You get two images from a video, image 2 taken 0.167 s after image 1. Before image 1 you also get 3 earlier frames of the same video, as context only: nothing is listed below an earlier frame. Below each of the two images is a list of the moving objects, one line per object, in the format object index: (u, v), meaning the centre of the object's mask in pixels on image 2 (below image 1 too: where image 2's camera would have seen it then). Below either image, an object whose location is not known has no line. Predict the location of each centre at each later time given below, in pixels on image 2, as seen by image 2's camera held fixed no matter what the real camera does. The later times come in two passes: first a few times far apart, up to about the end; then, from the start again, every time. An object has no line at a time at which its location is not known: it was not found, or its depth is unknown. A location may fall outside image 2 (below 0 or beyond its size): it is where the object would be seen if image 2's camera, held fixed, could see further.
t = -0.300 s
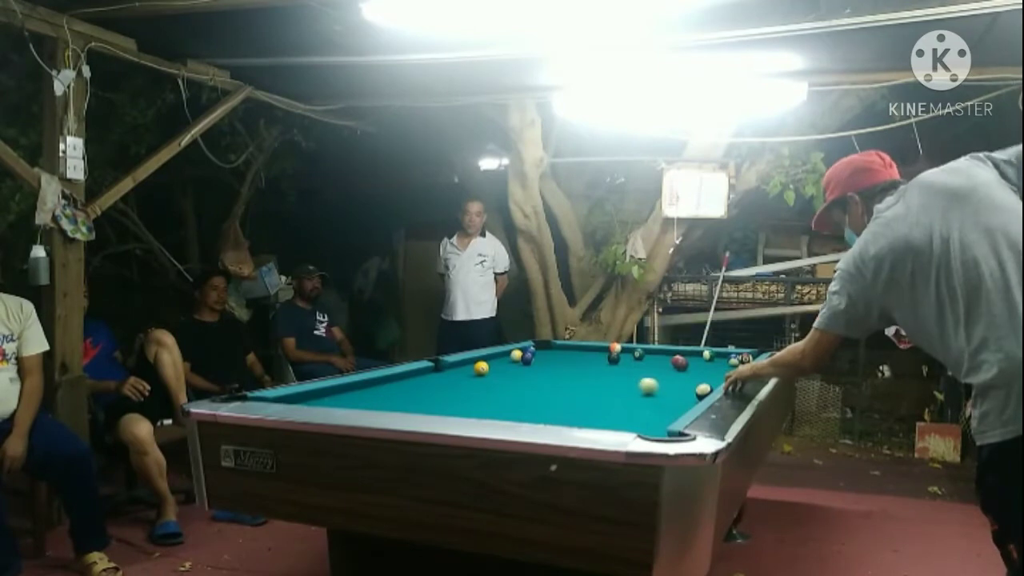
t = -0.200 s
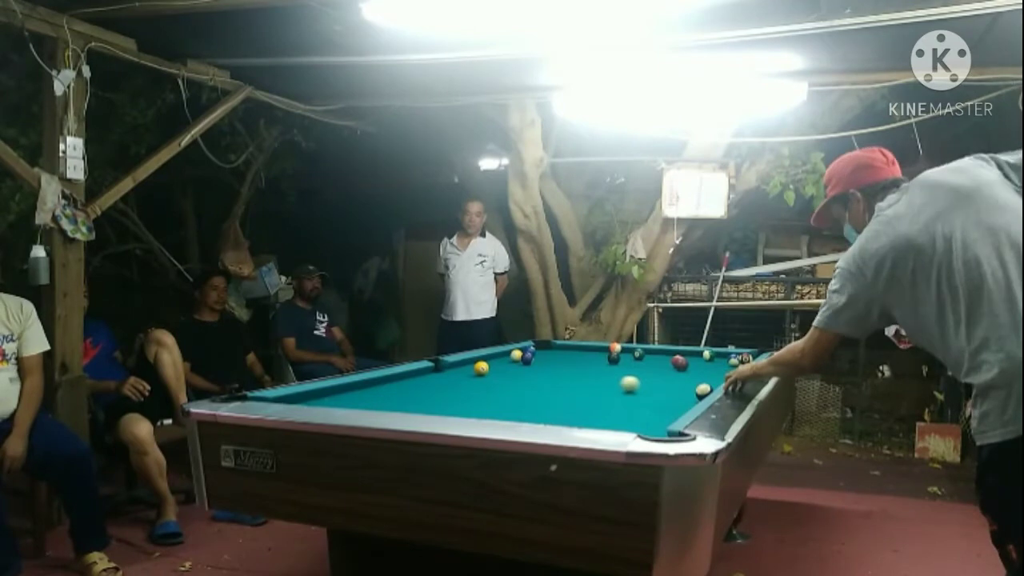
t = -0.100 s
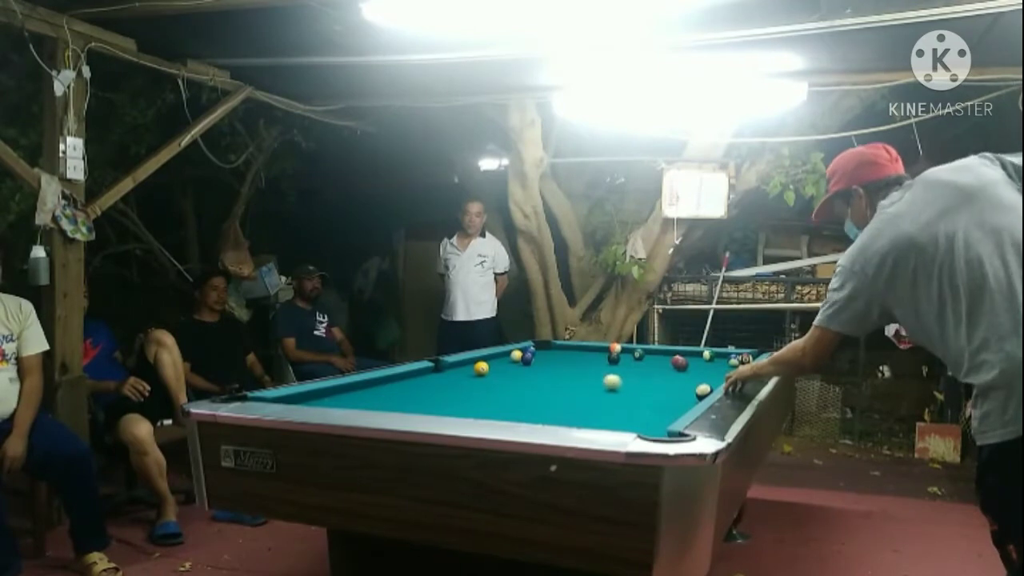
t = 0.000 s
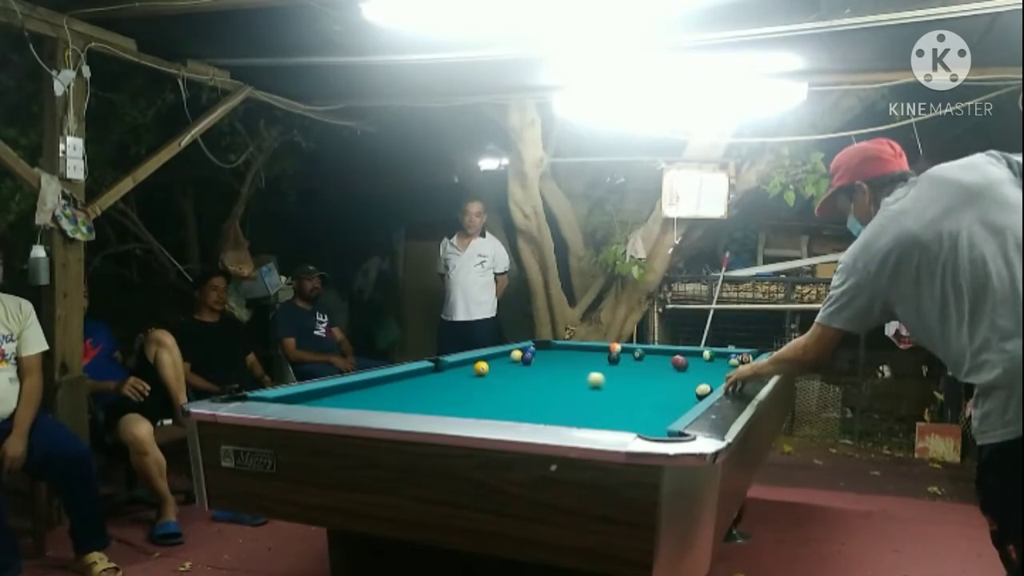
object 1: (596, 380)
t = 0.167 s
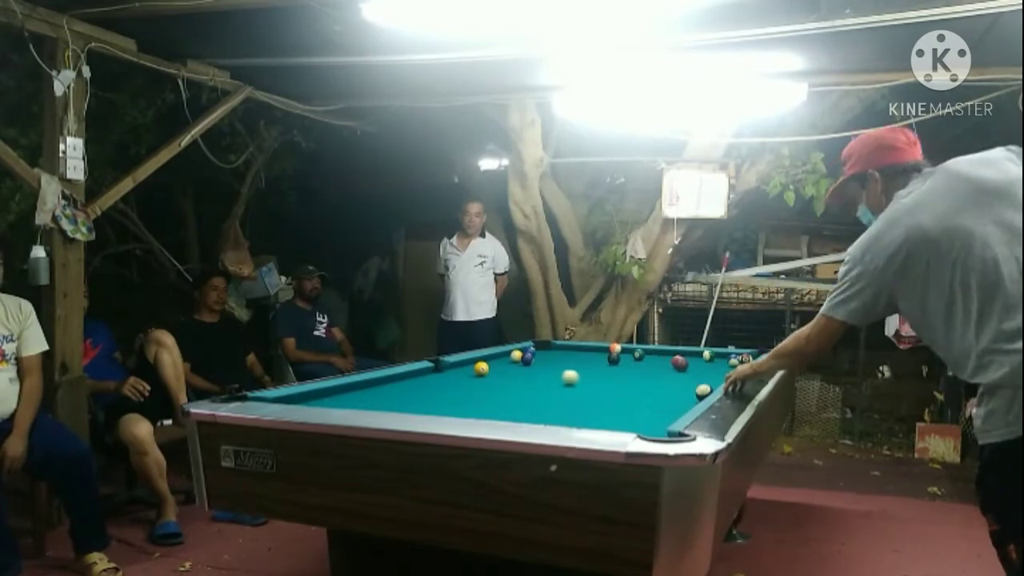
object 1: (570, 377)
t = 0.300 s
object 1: (551, 375)
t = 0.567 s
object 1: (517, 371)
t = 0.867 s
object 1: (489, 367)
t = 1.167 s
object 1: (475, 362)
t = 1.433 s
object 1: (472, 360)
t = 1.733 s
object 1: (488, 361)
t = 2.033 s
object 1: (502, 360)
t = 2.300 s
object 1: (513, 360)
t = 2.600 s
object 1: (520, 360)
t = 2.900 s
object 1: (523, 360)
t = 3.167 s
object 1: (524, 360)
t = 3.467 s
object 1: (525, 359)
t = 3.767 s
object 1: (525, 359)
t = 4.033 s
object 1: (525, 360)
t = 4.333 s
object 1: (525, 360)
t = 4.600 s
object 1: (525, 359)
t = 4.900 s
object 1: (525, 359)
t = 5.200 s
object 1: (525, 360)
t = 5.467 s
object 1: (525, 359)
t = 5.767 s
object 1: (525, 359)
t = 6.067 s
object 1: (525, 359)
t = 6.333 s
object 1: (525, 360)
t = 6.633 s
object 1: (525, 359)
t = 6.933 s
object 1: (525, 359)
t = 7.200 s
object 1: (525, 360)
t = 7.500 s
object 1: (525, 359)
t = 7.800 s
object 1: (525, 359)
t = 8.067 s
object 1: (525, 359)
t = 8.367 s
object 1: (525, 359)
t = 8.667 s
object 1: (525, 359)
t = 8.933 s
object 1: (525, 359)
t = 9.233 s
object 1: (525, 359)
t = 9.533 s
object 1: (525, 359)
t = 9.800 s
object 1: (525, 359)
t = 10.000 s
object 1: (525, 359)
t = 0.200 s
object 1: (565, 377)
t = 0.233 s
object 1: (560, 376)
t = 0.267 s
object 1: (556, 375)
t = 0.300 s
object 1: (551, 375)
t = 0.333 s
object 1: (547, 374)
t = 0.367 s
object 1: (542, 374)
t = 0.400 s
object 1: (538, 374)
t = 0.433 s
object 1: (533, 373)
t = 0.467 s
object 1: (529, 373)
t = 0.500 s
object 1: (525, 372)
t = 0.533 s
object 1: (521, 371)
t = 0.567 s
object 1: (517, 371)
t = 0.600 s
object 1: (513, 370)
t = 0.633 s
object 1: (509, 370)
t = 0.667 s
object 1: (505, 370)
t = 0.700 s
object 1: (501, 369)
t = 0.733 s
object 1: (498, 369)
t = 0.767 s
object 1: (495, 368)
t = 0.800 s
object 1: (493, 368)
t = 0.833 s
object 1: (491, 367)
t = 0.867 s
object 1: (489, 367)
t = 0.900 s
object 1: (488, 367)
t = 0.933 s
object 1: (486, 366)
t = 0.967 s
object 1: (484, 365)
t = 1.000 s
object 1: (483, 365)
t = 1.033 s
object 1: (481, 364)
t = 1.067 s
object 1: (479, 364)
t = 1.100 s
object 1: (478, 363)
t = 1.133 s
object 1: (476, 362)
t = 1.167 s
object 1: (475, 362)
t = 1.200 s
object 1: (473, 361)
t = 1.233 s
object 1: (471, 361)
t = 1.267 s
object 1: (469, 360)
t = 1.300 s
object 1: (467, 360)
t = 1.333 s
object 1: (467, 359)
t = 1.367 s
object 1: (469, 360)
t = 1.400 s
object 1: (470, 360)
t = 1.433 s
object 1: (472, 360)
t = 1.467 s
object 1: (474, 361)
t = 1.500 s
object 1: (475, 361)
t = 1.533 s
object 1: (477, 361)
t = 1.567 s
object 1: (479, 361)
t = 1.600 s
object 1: (481, 361)
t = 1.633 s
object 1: (483, 361)
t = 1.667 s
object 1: (484, 361)
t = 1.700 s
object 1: (486, 360)
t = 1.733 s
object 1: (488, 361)
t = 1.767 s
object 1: (490, 360)
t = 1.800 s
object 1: (491, 360)
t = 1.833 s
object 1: (493, 360)
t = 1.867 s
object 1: (494, 360)
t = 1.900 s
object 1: (496, 360)
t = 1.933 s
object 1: (498, 360)
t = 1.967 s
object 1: (499, 360)
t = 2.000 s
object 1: (501, 360)
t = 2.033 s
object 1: (502, 360)
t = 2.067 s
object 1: (504, 360)
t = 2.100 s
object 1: (505, 360)
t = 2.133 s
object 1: (506, 360)
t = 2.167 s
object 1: (508, 360)
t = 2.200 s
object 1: (509, 360)
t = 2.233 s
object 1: (510, 360)
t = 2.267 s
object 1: (512, 360)
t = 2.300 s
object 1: (513, 360)
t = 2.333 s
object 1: (515, 360)
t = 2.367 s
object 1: (516, 360)
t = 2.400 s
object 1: (517, 360)
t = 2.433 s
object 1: (518, 360)
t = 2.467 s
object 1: (518, 360)
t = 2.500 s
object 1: (519, 359)
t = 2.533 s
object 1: (519, 359)
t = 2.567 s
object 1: (519, 360)
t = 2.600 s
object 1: (520, 360)
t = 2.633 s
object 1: (520, 360)
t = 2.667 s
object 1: (521, 360)
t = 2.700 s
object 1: (521, 359)
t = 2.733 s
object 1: (521, 359)
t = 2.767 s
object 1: (522, 359)
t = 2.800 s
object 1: (522, 360)
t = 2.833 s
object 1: (522, 360)
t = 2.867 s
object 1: (523, 360)
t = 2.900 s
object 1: (523, 360)
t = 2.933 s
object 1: (523, 360)
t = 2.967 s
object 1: (523, 360)
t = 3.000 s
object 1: (523, 360)
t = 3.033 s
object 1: (523, 360)
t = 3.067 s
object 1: (523, 359)
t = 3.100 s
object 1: (523, 360)
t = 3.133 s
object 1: (524, 360)
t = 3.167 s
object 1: (524, 360)
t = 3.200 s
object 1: (524, 360)
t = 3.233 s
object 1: (524, 360)
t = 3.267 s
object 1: (525, 359)
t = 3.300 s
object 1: (525, 359)
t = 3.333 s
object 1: (525, 359)
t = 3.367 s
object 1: (525, 359)
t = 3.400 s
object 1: (525, 359)
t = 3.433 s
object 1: (525, 360)
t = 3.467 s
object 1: (525, 359)
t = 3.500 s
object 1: (525, 359)
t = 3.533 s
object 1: (525, 359)
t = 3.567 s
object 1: (525, 359)
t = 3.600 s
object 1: (525, 359)
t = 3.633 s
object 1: (525, 359)
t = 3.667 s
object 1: (525, 359)
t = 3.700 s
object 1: (525, 359)
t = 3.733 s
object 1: (525, 359)
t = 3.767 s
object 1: (525, 359)
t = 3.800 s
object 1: (525, 359)
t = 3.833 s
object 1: (525, 359)
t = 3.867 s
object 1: (525, 359)
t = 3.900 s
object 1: (525, 359)
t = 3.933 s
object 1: (525, 359)
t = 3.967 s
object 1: (525, 360)
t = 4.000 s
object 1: (525, 360)
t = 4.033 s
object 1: (525, 360)
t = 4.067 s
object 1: (525, 359)
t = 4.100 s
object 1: (525, 359)
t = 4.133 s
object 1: (525, 359)
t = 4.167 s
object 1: (525, 359)
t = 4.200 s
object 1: (525, 359)
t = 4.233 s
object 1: (525, 359)
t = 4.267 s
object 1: (525, 359)
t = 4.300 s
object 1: (525, 360)
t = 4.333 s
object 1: (525, 360)
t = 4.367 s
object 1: (525, 359)
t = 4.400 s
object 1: (525, 359)
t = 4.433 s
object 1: (525, 359)
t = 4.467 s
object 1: (525, 359)
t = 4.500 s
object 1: (525, 359)
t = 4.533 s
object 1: (525, 359)
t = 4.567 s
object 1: (525, 359)
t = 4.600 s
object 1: (525, 359)
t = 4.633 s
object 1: (525, 360)
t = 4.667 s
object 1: (525, 359)
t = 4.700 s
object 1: (525, 359)
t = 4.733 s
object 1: (525, 359)
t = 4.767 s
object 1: (525, 359)
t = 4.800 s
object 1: (525, 359)
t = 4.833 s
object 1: (525, 360)
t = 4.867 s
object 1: (525, 360)
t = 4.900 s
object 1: (525, 359)
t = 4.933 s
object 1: (525, 359)
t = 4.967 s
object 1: (525, 360)
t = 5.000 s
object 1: (525, 359)
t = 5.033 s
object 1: (525, 359)
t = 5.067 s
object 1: (525, 360)
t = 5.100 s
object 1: (525, 360)
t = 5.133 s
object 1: (525, 360)
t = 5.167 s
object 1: (525, 360)
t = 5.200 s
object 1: (525, 360)
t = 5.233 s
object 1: (525, 360)
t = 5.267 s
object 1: (525, 360)
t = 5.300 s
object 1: (525, 359)
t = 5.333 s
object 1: (525, 360)
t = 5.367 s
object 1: (525, 360)
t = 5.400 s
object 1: (525, 360)
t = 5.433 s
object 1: (525, 360)
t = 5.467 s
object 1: (525, 359)
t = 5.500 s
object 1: (525, 359)
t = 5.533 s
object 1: (525, 359)
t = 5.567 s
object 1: (525, 359)
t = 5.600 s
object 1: (525, 359)
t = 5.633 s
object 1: (525, 360)
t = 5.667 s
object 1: (525, 360)
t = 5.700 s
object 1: (525, 359)
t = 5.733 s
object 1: (525, 360)
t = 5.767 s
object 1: (525, 359)
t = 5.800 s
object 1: (525, 359)
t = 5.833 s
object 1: (525, 359)
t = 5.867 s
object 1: (525, 359)
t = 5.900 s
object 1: (525, 359)
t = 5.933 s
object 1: (525, 359)
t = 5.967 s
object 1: (525, 359)
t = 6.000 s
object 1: (525, 359)
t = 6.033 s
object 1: (525, 359)
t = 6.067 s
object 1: (525, 359)
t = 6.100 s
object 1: (525, 359)
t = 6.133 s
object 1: (525, 359)
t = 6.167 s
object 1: (525, 359)
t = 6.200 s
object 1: (525, 359)
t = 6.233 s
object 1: (525, 359)
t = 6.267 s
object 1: (525, 359)
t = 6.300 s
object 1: (525, 359)
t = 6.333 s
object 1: (525, 360)
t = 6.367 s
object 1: (525, 360)
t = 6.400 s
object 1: (525, 360)
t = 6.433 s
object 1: (525, 360)
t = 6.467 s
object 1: (525, 360)
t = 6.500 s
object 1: (525, 360)
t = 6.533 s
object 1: (525, 360)
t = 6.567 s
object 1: (525, 360)
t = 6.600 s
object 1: (525, 359)
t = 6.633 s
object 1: (525, 359)
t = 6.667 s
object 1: (525, 359)
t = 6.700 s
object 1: (525, 360)
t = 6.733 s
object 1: (525, 360)
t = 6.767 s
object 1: (525, 360)
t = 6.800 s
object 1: (525, 360)
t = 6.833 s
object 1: (525, 360)
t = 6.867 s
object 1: (525, 360)
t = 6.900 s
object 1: (525, 360)
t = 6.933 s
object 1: (525, 359)
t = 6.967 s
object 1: (525, 359)
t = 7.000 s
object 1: (525, 359)
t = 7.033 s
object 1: (525, 359)
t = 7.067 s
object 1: (525, 359)
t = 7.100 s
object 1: (525, 359)
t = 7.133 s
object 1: (525, 360)
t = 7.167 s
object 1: (525, 360)
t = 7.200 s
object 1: (525, 360)
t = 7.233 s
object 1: (525, 359)
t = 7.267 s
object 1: (525, 359)
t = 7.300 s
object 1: (525, 360)
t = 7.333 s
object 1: (525, 360)
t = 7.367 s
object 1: (525, 359)
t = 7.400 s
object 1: (525, 359)
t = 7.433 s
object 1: (525, 359)
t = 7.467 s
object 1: (525, 359)
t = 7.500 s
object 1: (525, 359)
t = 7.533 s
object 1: (525, 359)
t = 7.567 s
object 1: (525, 360)
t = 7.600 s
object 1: (525, 359)
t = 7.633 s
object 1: (525, 359)
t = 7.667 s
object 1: (525, 360)
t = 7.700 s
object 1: (525, 359)
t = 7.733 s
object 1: (525, 359)
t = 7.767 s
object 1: (525, 359)
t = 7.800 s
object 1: (525, 359)
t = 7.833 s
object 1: (525, 360)
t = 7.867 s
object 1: (525, 360)
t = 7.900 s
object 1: (525, 360)
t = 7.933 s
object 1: (525, 360)
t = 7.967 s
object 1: (525, 359)
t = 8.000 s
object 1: (525, 359)
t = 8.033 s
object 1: (525, 359)
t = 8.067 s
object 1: (525, 359)
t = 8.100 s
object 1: (525, 359)
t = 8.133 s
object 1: (525, 359)
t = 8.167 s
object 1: (525, 359)
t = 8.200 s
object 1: (525, 359)
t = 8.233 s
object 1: (525, 359)
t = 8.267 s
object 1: (525, 359)
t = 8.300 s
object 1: (525, 359)
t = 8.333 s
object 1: (525, 359)
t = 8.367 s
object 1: (525, 359)
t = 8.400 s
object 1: (525, 359)
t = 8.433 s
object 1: (525, 359)
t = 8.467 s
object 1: (525, 359)
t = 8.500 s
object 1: (525, 359)
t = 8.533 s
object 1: (525, 359)
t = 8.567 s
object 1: (525, 359)
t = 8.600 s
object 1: (525, 359)
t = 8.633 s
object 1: (525, 359)
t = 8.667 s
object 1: (525, 359)
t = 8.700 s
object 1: (525, 359)
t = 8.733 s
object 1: (525, 359)
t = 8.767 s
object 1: (525, 359)
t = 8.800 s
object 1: (525, 359)
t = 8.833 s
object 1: (525, 359)
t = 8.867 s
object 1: (525, 359)
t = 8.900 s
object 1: (525, 359)
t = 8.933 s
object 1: (525, 359)
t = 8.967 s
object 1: (525, 359)
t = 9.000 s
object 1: (525, 359)
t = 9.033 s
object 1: (525, 359)
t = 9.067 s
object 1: (525, 359)
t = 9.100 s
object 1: (525, 359)
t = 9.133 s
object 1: (525, 359)
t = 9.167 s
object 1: (525, 359)
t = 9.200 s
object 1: (525, 359)
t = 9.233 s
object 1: (525, 359)
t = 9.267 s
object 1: (525, 359)
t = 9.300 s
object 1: (525, 359)
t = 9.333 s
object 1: (525, 359)
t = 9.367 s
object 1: (525, 359)
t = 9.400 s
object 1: (525, 359)
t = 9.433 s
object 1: (525, 359)
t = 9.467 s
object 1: (525, 359)
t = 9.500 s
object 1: (525, 359)
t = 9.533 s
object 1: (525, 359)
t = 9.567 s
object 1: (525, 359)
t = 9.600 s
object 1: (525, 359)
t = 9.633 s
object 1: (525, 359)
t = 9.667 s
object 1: (525, 359)
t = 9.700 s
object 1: (525, 359)
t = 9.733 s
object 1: (525, 359)
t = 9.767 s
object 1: (525, 359)
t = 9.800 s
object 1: (525, 359)
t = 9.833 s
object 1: (525, 359)
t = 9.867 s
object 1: (525, 359)
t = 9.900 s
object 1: (525, 359)
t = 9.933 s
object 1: (525, 359)
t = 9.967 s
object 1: (525, 359)
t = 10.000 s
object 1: (525, 359)
